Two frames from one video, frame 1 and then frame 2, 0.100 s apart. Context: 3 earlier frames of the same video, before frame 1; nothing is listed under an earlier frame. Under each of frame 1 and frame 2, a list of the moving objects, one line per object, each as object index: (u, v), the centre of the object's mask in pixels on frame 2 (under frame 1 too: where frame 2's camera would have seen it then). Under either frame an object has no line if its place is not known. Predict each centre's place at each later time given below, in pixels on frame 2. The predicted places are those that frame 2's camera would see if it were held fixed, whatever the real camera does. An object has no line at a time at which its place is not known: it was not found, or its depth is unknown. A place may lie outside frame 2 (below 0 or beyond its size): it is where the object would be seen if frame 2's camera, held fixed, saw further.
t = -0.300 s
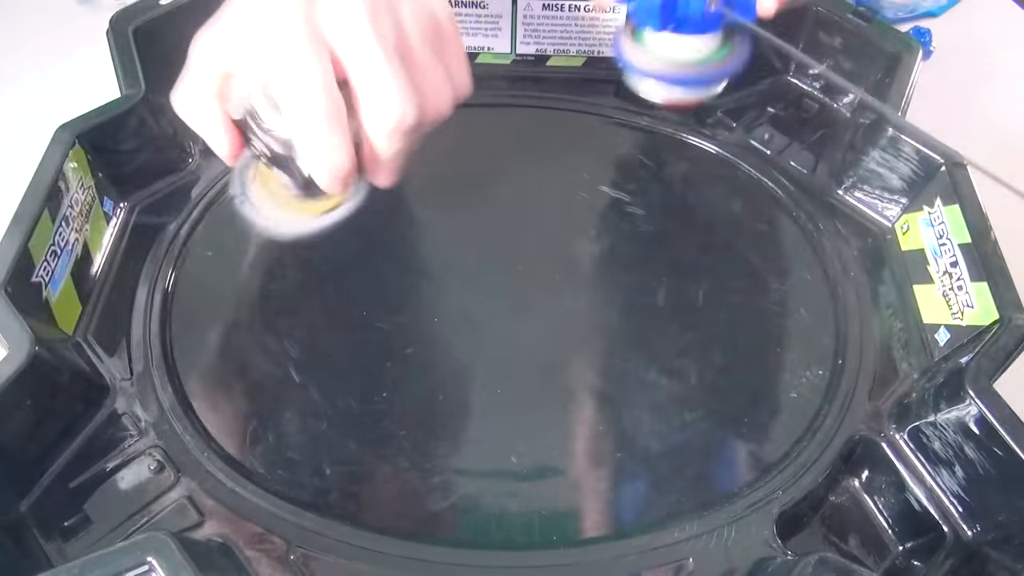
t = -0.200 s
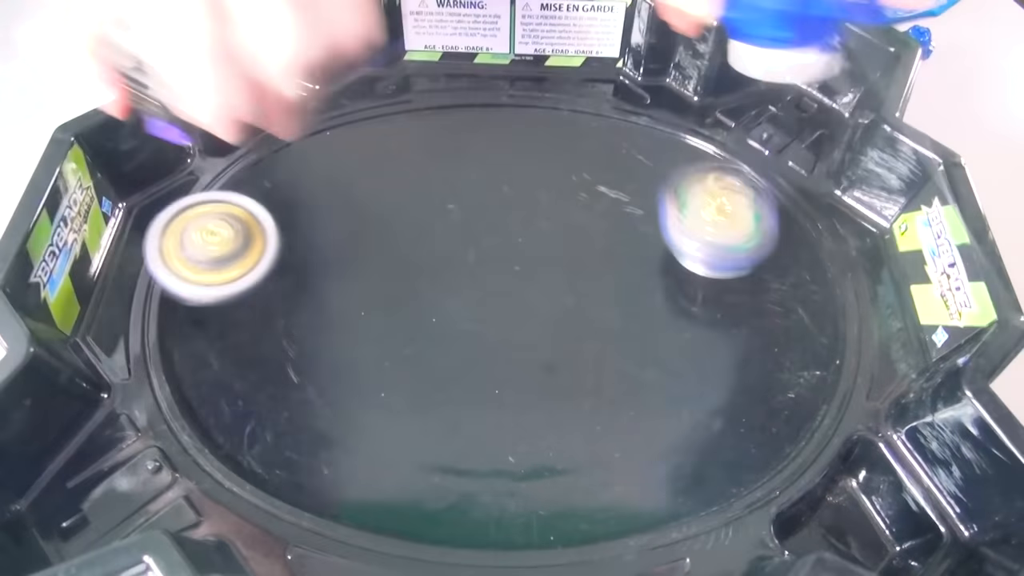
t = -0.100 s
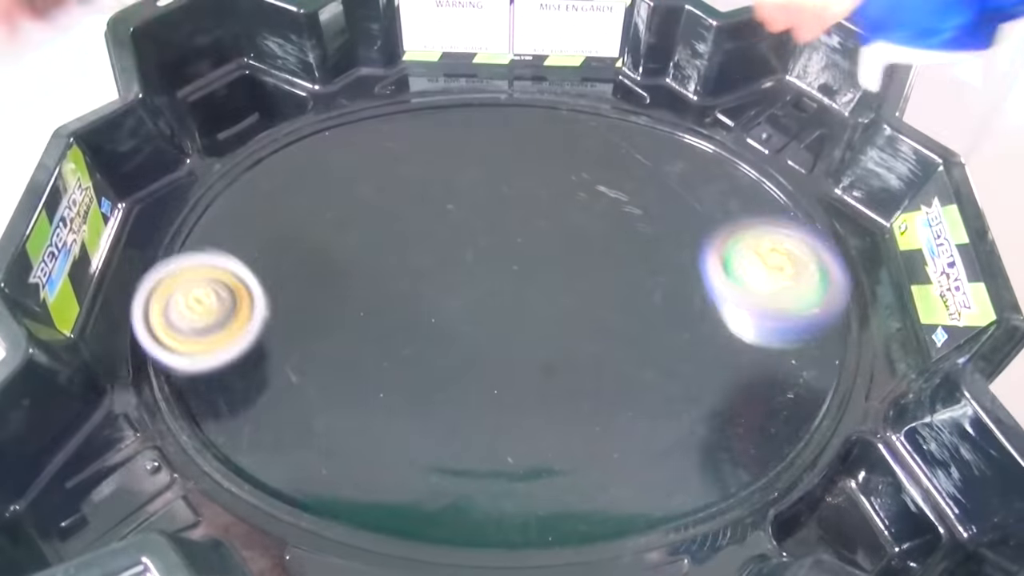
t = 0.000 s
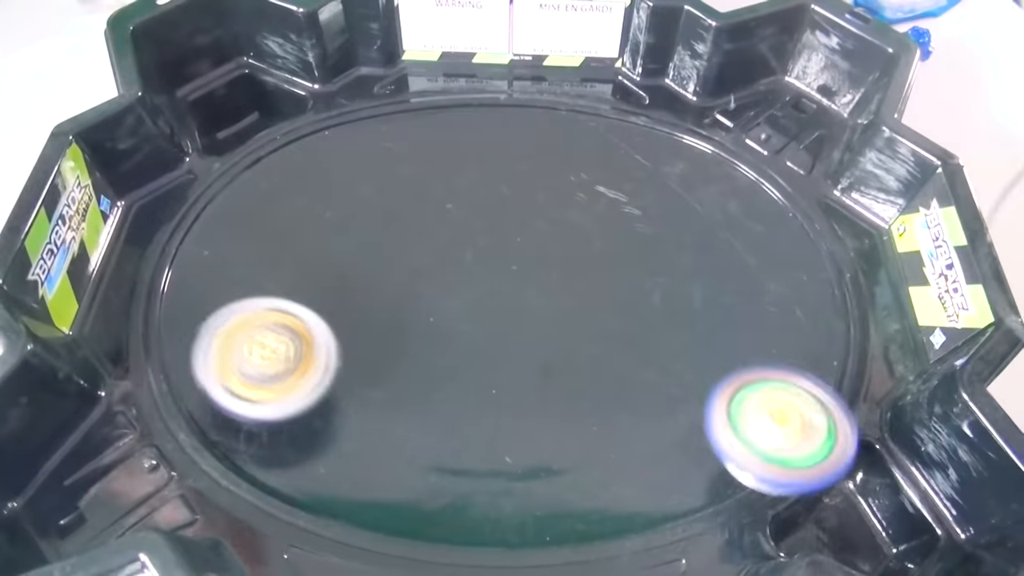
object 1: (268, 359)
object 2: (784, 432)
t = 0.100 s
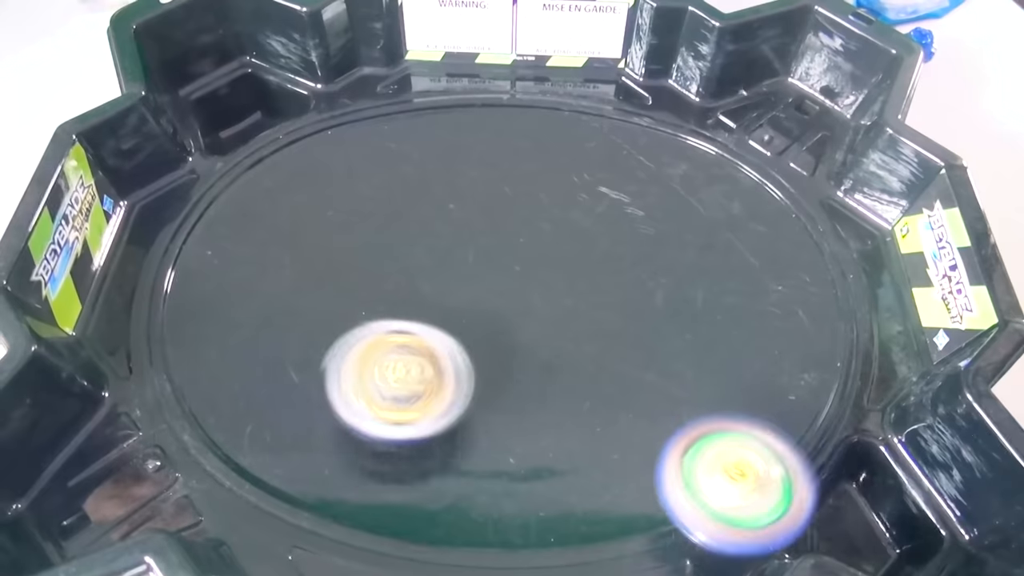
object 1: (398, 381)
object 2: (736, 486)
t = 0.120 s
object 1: (429, 379)
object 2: (724, 492)
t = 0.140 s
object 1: (460, 376)
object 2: (711, 499)
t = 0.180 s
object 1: (520, 362)
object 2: (690, 507)
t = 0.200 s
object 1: (552, 353)
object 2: (681, 509)
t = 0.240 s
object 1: (607, 329)
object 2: (667, 514)
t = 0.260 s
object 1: (631, 315)
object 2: (662, 516)
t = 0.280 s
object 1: (654, 299)
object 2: (654, 517)
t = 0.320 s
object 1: (692, 266)
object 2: (640, 516)
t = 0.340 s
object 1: (706, 248)
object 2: (634, 516)
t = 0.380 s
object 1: (727, 209)
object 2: (625, 516)
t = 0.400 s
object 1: (733, 189)
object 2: (621, 516)
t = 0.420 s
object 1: (736, 168)
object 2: (617, 516)
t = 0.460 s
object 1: (728, 134)
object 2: (610, 511)
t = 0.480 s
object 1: (714, 125)
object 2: (604, 506)
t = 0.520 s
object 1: (681, 122)
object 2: (590, 489)
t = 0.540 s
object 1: (664, 126)
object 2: (584, 477)
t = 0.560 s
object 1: (645, 125)
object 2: (575, 464)
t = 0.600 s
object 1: (609, 126)
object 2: (559, 436)
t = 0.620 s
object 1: (590, 127)
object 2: (551, 421)
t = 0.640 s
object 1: (571, 129)
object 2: (543, 406)
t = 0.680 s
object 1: (531, 136)
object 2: (529, 378)
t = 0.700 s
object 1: (509, 141)
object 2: (523, 364)
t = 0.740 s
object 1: (469, 150)
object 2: (512, 337)
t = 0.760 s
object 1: (448, 154)
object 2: (508, 324)
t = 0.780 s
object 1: (429, 160)
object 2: (504, 312)
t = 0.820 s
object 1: (391, 173)
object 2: (498, 290)
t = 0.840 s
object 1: (373, 182)
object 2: (496, 281)
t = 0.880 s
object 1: (343, 206)
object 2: (493, 266)
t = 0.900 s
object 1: (331, 220)
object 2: (492, 259)
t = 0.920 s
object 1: (322, 235)
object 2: (492, 253)
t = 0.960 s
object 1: (313, 269)
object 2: (494, 245)
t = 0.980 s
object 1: (312, 287)
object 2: (495, 242)
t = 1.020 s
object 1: (320, 324)
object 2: (501, 237)
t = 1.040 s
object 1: (329, 341)
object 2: (505, 236)
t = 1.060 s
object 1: (340, 357)
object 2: (508, 235)
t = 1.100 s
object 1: (373, 386)
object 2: (515, 235)
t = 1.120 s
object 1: (393, 398)
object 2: (517, 235)
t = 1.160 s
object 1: (440, 416)
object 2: (522, 237)
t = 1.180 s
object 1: (467, 422)
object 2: (524, 238)
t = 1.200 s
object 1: (496, 425)
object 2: (527, 240)
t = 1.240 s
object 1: (557, 424)
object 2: (531, 244)
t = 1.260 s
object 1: (590, 421)
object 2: (533, 245)
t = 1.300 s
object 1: (654, 404)
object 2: (536, 249)
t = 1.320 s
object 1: (686, 391)
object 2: (537, 251)
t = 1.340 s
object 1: (715, 377)
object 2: (539, 253)
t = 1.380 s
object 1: (769, 342)
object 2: (542, 256)
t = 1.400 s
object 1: (790, 323)
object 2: (544, 258)
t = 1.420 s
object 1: (810, 303)
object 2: (545, 260)
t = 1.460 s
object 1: (835, 263)
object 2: (547, 262)
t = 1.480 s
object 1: (828, 243)
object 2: (549, 264)
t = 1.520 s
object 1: (803, 215)
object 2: (550, 267)
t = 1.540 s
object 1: (789, 200)
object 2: (550, 268)
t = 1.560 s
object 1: (776, 183)
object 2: (550, 269)
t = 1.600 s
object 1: (746, 159)
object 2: (549, 271)
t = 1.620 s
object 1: (730, 146)
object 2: (550, 272)
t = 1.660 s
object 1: (693, 132)
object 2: (550, 272)
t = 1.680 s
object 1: (672, 127)
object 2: (549, 272)
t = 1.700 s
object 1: (651, 122)
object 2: (549, 272)
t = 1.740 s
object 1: (606, 117)
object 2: (549, 271)
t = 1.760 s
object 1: (583, 117)
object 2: (549, 271)
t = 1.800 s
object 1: (535, 120)
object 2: (547, 270)
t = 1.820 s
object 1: (511, 125)
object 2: (546, 269)
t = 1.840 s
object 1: (486, 131)
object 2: (546, 269)
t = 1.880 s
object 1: (437, 150)
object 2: (544, 269)
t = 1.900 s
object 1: (413, 162)
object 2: (543, 269)
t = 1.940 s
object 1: (368, 194)
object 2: (542, 269)
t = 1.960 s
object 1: (347, 212)
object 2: (543, 270)
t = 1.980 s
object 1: (329, 232)
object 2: (543, 270)
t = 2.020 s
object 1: (298, 276)
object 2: (544, 271)
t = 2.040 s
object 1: (286, 299)
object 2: (545, 271)
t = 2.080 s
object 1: (271, 347)
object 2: (546, 270)
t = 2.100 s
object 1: (269, 372)
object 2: (545, 270)
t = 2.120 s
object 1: (271, 398)
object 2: (544, 269)
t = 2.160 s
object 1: (291, 448)
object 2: (540, 266)
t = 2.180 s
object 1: (309, 472)
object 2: (537, 265)
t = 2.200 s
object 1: (334, 493)
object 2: (533, 265)
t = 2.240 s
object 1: (408, 505)
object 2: (525, 264)
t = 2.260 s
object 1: (453, 505)
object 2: (522, 263)
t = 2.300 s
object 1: (549, 500)
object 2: (515, 261)
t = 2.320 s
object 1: (600, 494)
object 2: (513, 260)
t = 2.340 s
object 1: (648, 485)
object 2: (510, 259)
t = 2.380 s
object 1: (738, 459)
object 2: (505, 257)
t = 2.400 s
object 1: (776, 442)
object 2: (502, 256)
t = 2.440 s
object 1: (812, 383)
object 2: (495, 256)
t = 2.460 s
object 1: (824, 353)
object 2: (492, 256)
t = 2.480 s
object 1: (834, 324)
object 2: (490, 256)
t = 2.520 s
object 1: (837, 266)
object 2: (488, 256)
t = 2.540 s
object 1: (828, 238)
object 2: (486, 256)
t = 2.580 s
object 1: (791, 187)
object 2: (483, 258)
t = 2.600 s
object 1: (765, 164)
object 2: (482, 258)
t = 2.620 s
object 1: (735, 142)
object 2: (480, 259)
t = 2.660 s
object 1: (658, 111)
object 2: (479, 261)
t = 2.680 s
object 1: (612, 104)
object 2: (478, 262)
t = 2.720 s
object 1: (518, 99)
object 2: (477, 265)
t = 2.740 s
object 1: (474, 96)
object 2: (477, 267)
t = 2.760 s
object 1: (431, 97)
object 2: (477, 268)
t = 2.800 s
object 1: (348, 108)
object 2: (476, 271)
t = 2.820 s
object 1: (306, 121)
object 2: (476, 272)
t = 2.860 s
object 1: (235, 160)
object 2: (473, 272)
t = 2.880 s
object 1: (205, 188)
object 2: (472, 273)
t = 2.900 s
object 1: (181, 223)
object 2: (470, 273)
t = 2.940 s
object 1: (160, 309)
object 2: (465, 274)
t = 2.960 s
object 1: (169, 356)
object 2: (463, 274)
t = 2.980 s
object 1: (192, 400)
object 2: (460, 275)
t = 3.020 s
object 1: (281, 468)
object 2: (456, 276)
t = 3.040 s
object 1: (341, 490)
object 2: (454, 277)
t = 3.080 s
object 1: (459, 510)
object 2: (452, 281)
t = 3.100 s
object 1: (517, 511)
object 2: (451, 282)
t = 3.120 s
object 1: (575, 508)
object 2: (450, 284)
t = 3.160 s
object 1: (681, 487)
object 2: (450, 288)
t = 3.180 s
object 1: (726, 469)
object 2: (450, 289)
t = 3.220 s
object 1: (792, 418)
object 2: (451, 293)
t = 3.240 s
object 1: (814, 388)
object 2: (452, 294)
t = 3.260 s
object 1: (827, 355)
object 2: (452, 295)
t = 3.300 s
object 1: (834, 292)
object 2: (454, 297)
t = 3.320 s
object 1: (827, 262)
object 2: (455, 298)
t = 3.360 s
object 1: (801, 210)
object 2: (456, 298)
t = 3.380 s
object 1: (783, 188)
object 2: (457, 298)
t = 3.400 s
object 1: (762, 168)
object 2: (458, 298)
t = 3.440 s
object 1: (715, 137)
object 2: (459, 299)
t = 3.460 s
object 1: (689, 127)
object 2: (459, 299)
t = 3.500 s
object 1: (636, 111)
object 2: (460, 299)
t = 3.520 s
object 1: (610, 107)
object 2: (460, 299)
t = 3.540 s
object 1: (583, 106)
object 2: (460, 300)
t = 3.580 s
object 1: (526, 109)
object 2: (460, 301)
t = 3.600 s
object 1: (498, 112)
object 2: (460, 301)
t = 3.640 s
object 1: (443, 126)
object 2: (460, 303)
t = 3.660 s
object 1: (415, 136)
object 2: (461, 303)
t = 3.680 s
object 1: (389, 146)
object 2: (461, 304)
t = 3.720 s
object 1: (337, 175)
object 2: (464, 304)
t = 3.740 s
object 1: (313, 191)
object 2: (465, 304)
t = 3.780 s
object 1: (270, 230)
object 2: (468, 304)
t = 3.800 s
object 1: (250, 251)
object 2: (469, 304)
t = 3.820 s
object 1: (234, 274)
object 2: (470, 304)
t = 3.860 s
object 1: (208, 324)
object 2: (471, 304)
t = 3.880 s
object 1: (199, 350)
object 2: (471, 305)
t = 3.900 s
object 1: (193, 376)
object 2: (471, 306)
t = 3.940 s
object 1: (214, 415)
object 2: (471, 308)
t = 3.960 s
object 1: (243, 429)
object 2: (472, 309)
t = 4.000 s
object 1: (305, 451)
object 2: (475, 311)
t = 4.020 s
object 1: (336, 459)
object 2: (476, 312)
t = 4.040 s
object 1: (368, 467)
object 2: (477, 313)
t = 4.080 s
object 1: (430, 480)
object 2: (479, 315)
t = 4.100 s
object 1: (462, 483)
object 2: (480, 316)
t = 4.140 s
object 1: (524, 485)
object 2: (482, 317)
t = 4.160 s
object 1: (553, 482)
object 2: (483, 318)
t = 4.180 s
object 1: (583, 479)
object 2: (485, 318)
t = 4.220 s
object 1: (641, 463)
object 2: (490, 318)
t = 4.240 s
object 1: (667, 453)
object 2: (492, 318)
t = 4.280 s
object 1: (711, 426)
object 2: (495, 317)
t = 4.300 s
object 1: (730, 408)
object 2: (497, 316)
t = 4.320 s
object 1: (744, 391)
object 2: (498, 316)
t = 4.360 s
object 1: (763, 353)
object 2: (499, 315)
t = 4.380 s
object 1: (769, 334)
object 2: (500, 315)
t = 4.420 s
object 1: (769, 295)
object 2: (502, 315)
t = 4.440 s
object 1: (764, 275)
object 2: (503, 316)
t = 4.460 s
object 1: (757, 257)
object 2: (505, 316)
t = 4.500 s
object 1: (735, 223)
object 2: (507, 316)
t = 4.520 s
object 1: (722, 208)
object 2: (508, 316)
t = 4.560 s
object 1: (689, 182)
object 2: (510, 317)
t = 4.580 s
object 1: (670, 170)
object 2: (512, 317)
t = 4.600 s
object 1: (650, 161)
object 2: (514, 318)
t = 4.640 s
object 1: (606, 147)
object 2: (518, 318)
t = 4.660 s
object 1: (584, 142)
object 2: (521, 318)
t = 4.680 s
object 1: (560, 138)
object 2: (524, 317)
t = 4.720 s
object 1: (512, 136)
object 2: (530, 316)
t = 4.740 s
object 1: (489, 138)
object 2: (532, 314)
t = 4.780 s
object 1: (440, 145)
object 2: (535, 310)
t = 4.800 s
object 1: (416, 151)
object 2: (535, 308)
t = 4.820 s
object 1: (393, 158)
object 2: (536, 307)
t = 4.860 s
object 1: (346, 176)
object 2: (536, 305)
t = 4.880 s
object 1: (323, 187)
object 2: (537, 305)
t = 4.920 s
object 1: (281, 214)
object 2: (540, 304)
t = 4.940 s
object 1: (262, 229)
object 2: (542, 304)
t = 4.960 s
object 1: (244, 245)
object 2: (543, 303)
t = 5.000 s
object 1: (212, 280)
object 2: (545, 303)
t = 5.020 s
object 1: (199, 299)
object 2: (545, 303)
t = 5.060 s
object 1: (180, 341)
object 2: (547, 303)
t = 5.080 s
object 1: (176, 362)
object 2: (548, 303)
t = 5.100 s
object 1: (187, 380)
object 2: (549, 304)
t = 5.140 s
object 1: (232, 409)
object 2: (550, 303)
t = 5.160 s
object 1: (255, 422)
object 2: (550, 304)
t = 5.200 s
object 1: (306, 447)
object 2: (551, 304)
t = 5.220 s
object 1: (331, 458)
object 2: (550, 304)
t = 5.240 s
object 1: (360, 466)
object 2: (550, 304)
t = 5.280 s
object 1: (418, 477)
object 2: (549, 304)
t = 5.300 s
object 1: (448, 479)
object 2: (549, 304)
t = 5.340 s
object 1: (509, 475)
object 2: (549, 304)
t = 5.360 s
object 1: (538, 469)
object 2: (549, 303)
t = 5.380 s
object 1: (567, 459)
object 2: (550, 303)
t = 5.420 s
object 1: (618, 434)
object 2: (550, 303)
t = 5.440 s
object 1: (639, 419)
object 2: (550, 302)
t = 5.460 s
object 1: (657, 401)
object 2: (550, 302)
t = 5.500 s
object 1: (684, 363)
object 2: (551, 301)
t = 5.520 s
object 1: (692, 343)
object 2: (551, 301)
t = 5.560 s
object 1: (699, 302)
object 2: (553, 300)
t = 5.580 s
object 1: (697, 283)
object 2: (553, 300)
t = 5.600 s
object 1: (694, 262)
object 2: (554, 299)
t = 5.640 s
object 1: (680, 225)
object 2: (556, 297)
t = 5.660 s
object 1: (670, 210)
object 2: (556, 296)
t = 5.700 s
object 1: (643, 180)
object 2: (556, 292)
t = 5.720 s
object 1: (626, 168)
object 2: (556, 291)
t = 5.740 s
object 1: (610, 158)
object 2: (556, 289)
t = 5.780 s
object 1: (571, 141)
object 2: (556, 286)
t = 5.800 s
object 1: (551, 135)
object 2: (556, 285)
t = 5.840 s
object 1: (510, 127)
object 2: (556, 282)
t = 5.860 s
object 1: (489, 126)
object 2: (556, 281)
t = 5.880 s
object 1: (467, 125)
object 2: (556, 279)
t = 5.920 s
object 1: (425, 129)
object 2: (556, 277)
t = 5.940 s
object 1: (404, 133)
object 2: (556, 275)
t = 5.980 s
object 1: (363, 143)
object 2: (555, 273)
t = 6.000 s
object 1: (344, 149)
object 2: (554, 272)
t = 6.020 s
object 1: (325, 158)
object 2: (553, 271)
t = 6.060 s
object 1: (290, 178)
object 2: (549, 270)
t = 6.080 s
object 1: (274, 190)
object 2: (547, 270)
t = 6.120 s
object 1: (245, 219)
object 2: (544, 271)
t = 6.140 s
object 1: (234, 235)
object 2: (543, 271)
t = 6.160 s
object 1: (223, 252)
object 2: (541, 272)
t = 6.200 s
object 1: (208, 291)
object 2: (540, 273)
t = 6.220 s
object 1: (206, 311)
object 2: (539, 274)
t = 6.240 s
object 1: (205, 331)
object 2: (539, 274)
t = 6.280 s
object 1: (215, 372)
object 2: (538, 275)
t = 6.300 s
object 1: (226, 392)
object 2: (538, 275)
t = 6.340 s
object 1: (257, 427)
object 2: (537, 276)
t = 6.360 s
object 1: (277, 441)
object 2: (537, 276)
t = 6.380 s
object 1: (302, 453)
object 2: (536, 276)
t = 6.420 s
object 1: (357, 470)
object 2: (535, 276)
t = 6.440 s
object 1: (387, 475)
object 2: (535, 276)
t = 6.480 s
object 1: (451, 476)
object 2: (536, 276)
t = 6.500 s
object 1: (482, 473)
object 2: (536, 276)
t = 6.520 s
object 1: (513, 467)
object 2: (536, 276)
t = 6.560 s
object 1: (573, 449)
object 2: (536, 275)
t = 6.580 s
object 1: (599, 437)
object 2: (536, 275)
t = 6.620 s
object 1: (645, 408)
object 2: (535, 274)
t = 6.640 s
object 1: (664, 391)
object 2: (534, 274)
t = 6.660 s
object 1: (680, 374)
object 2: (533, 274)
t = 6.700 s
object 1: (703, 335)
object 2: (532, 274)
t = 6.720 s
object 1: (710, 316)
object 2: (532, 274)
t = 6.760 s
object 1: (717, 276)
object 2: (531, 274)
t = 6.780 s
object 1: (716, 257)
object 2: (531, 274)
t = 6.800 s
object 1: (713, 237)
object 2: (530, 274)
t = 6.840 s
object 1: (699, 203)
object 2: (529, 274)
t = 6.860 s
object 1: (690, 188)
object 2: (529, 274)
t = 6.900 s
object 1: (664, 160)
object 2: (528, 274)
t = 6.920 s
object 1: (650, 149)
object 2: (527, 275)
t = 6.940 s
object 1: (634, 137)
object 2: (526, 275)
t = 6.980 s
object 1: (598, 121)
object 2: (525, 276)
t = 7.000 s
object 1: (579, 114)
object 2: (524, 276)
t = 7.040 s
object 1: (539, 106)
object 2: (523, 277)
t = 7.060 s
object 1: (519, 104)
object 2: (523, 278)
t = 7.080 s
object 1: (497, 103)
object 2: (522, 278)
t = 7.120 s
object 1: (456, 106)
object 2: (521, 279)
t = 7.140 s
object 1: (434, 108)
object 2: (521, 280)
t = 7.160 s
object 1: (413, 113)
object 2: (520, 280)
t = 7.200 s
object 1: (373, 127)
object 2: (519, 282)
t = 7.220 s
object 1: (353, 136)
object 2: (518, 282)
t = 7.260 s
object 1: (317, 157)
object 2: (517, 283)
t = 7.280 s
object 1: (300, 170)
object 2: (516, 284)
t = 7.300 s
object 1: (285, 185)
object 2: (516, 285)
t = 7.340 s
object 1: (261, 219)
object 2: (515, 286)
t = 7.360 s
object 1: (251, 239)
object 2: (514, 287)
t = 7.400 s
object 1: (242, 280)
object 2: (513, 288)
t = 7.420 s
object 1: (242, 301)
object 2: (513, 288)
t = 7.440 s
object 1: (246, 323)
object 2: (512, 289)
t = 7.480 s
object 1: (262, 365)
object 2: (510, 290)
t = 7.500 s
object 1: (276, 385)
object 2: (509, 291)
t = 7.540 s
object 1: (313, 418)
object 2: (508, 293)
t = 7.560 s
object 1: (335, 432)
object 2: (507, 293)
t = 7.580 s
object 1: (360, 443)
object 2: (506, 294)
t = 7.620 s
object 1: (415, 459)
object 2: (504, 296)
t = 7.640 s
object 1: (444, 463)
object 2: (503, 296)
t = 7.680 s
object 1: (503, 465)
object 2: (501, 297)
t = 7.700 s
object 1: (532, 463)
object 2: (500, 298)
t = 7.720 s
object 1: (561, 458)
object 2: (499, 299)
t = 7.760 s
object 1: (616, 444)
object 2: (497, 300)
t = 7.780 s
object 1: (641, 435)
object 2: (496, 301)
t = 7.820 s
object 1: (685, 411)
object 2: (495, 303)
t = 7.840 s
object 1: (704, 396)
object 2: (494, 303)
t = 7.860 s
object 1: (721, 380)
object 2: (493, 305)
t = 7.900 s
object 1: (746, 347)
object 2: (492, 307)
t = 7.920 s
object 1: (756, 329)
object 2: (492, 308)
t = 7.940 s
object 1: (762, 311)
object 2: (492, 310)
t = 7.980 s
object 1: (768, 275)
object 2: (492, 312)
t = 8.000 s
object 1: (768, 258)
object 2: (493, 314)
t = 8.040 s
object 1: (759, 225)
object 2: (495, 316)
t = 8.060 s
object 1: (752, 211)
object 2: (497, 316)
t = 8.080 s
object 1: (743, 197)
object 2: (498, 317)
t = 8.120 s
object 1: (721, 173)
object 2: (501, 316)
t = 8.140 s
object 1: (708, 162)
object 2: (502, 316)
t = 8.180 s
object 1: (679, 146)
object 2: (503, 315)
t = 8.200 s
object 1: (663, 139)
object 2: (504, 315)
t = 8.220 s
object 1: (646, 134)
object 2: (505, 314)
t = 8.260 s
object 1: (610, 128)
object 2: (506, 313)
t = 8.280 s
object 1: (593, 127)
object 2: (507, 313)
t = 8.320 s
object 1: (554, 130)
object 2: (508, 312)
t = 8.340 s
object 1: (535, 134)
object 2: (509, 312)
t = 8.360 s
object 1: (515, 139)
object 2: (510, 313)
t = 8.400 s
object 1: (476, 151)
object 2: (512, 313)
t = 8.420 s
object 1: (455, 159)
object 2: (513, 313)
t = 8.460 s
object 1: (418, 178)
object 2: (515, 315)
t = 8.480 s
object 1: (400, 190)
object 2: (516, 316)
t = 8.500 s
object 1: (384, 203)
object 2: (517, 316)
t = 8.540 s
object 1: (355, 232)
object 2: (518, 317)
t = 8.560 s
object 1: (345, 248)
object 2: (519, 317)
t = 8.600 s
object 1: (329, 282)
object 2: (521, 317)
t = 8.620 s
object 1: (325, 299)
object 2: (523, 316)
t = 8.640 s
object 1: (323, 316)
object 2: (524, 316)
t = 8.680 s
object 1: (328, 348)
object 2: (526, 313)
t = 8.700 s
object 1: (334, 364)
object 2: (527, 312)
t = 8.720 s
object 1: (342, 377)
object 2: (528, 310)
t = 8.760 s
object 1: (367, 403)
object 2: (530, 308)
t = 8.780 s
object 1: (382, 412)
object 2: (532, 307)
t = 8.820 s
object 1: (419, 429)
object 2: (535, 306)
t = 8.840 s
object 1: (439, 433)
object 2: (536, 306)
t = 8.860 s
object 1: (461, 437)
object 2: (538, 305)
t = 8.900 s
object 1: (505, 439)
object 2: (541, 305)
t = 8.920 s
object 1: (528, 437)
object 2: (542, 305)
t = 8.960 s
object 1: (572, 430)
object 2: (545, 305)
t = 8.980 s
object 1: (594, 423)
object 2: (546, 304)
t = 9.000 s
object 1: (615, 416)
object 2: (547, 304)
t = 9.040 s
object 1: (651, 397)
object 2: (548, 303)
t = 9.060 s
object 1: (668, 385)
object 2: (548, 303)
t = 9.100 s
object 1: (693, 357)
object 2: (549, 302)
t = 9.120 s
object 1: (702, 342)
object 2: (549, 302)
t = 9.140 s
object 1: (709, 326)
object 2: (549, 302)
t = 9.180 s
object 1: (712, 295)
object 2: (549, 301)
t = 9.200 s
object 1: (710, 279)
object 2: (549, 301)
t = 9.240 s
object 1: (700, 252)
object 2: (550, 300)
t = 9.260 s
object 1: (691, 238)
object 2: (550, 300)
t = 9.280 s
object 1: (680, 227)
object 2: (551, 300)
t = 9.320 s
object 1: (655, 208)
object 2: (551, 299)
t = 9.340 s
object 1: (640, 200)
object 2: (551, 298)
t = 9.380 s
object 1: (610, 189)
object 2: (552, 297)
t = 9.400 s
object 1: (593, 185)
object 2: (551, 297)
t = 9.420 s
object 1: (576, 183)
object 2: (551, 296)
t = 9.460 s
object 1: (543, 183)
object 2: (551, 295)
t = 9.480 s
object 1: (525, 185)
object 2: (551, 294)
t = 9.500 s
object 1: (509, 187)
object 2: (550, 294)
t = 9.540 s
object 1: (475, 197)
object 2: (549, 293)
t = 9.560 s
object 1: (459, 203)
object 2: (549, 292)
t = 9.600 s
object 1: (427, 219)
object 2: (548, 292)
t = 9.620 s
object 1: (411, 228)
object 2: (548, 292)
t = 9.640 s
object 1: (396, 239)
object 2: (547, 292)
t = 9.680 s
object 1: (368, 263)
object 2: (547, 291)
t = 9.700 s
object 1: (357, 276)
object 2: (547, 291)
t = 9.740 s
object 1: (341, 303)
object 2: (547, 291)
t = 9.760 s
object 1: (335, 317)
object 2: (547, 291)
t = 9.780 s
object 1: (334, 330)
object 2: (546, 291)
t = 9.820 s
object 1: (335, 357)
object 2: (546, 291)
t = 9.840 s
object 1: (339, 368)
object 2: (546, 291)
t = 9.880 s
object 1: (355, 389)
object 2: (545, 291)
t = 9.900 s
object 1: (364, 398)
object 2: (545, 292)
